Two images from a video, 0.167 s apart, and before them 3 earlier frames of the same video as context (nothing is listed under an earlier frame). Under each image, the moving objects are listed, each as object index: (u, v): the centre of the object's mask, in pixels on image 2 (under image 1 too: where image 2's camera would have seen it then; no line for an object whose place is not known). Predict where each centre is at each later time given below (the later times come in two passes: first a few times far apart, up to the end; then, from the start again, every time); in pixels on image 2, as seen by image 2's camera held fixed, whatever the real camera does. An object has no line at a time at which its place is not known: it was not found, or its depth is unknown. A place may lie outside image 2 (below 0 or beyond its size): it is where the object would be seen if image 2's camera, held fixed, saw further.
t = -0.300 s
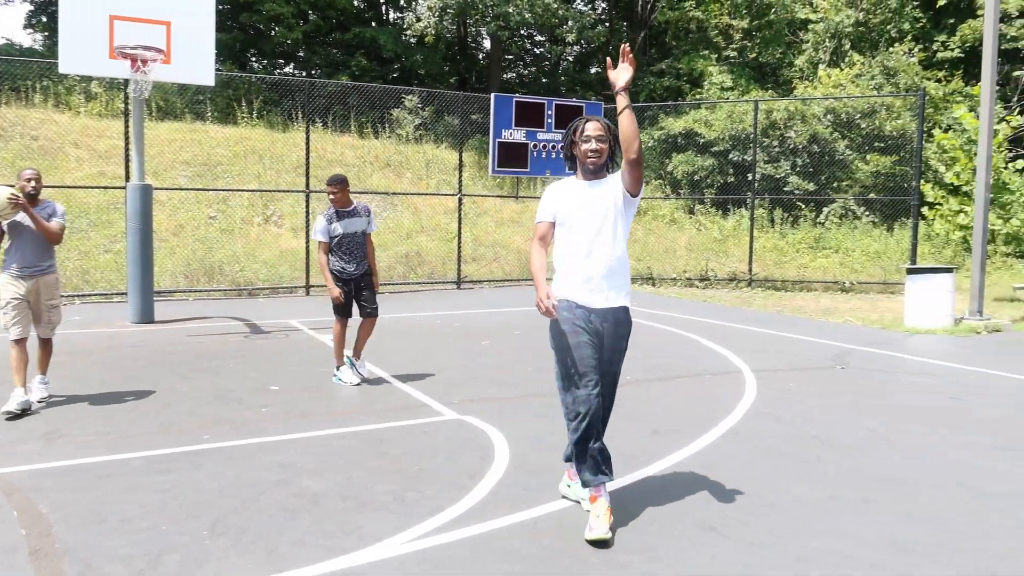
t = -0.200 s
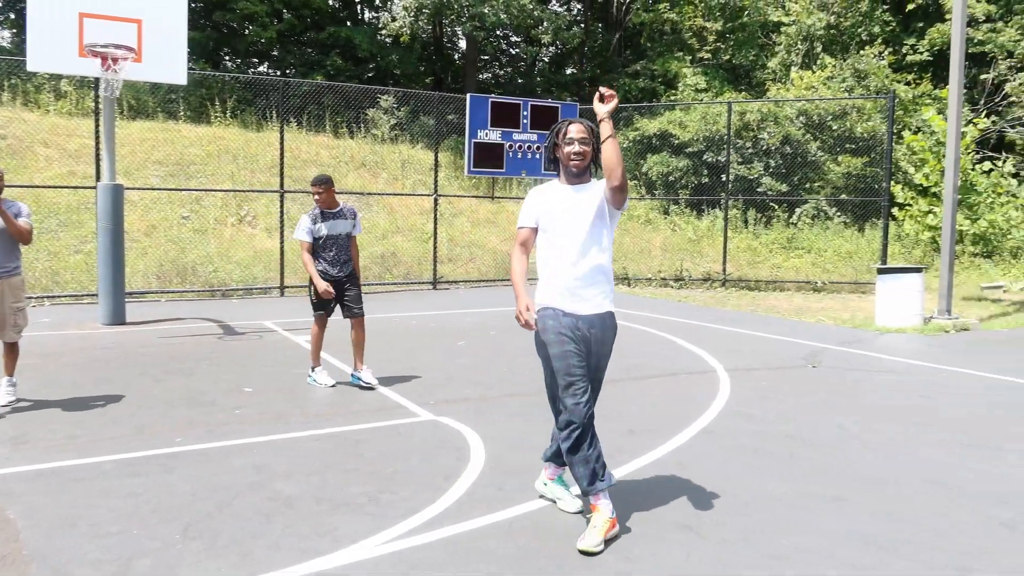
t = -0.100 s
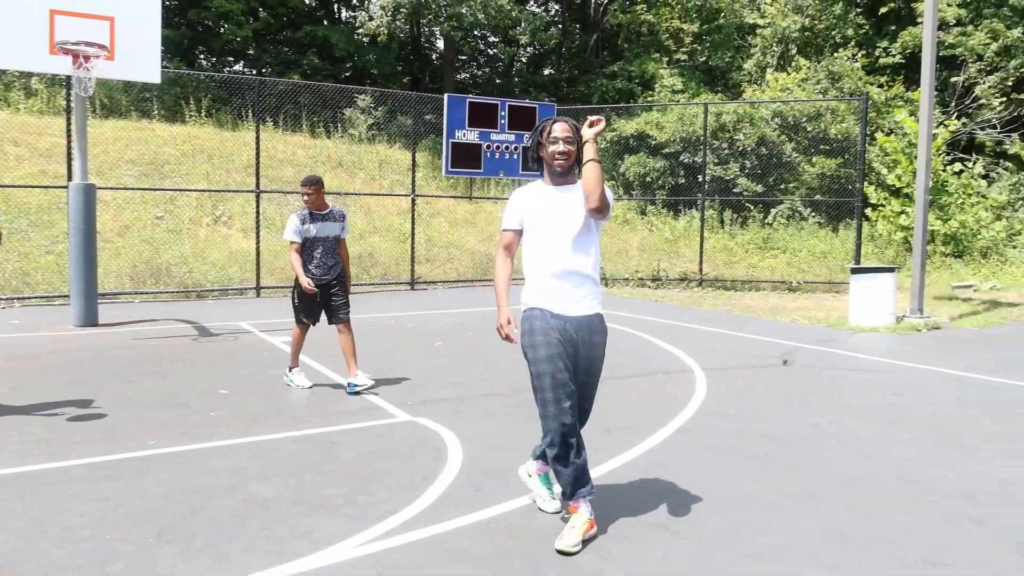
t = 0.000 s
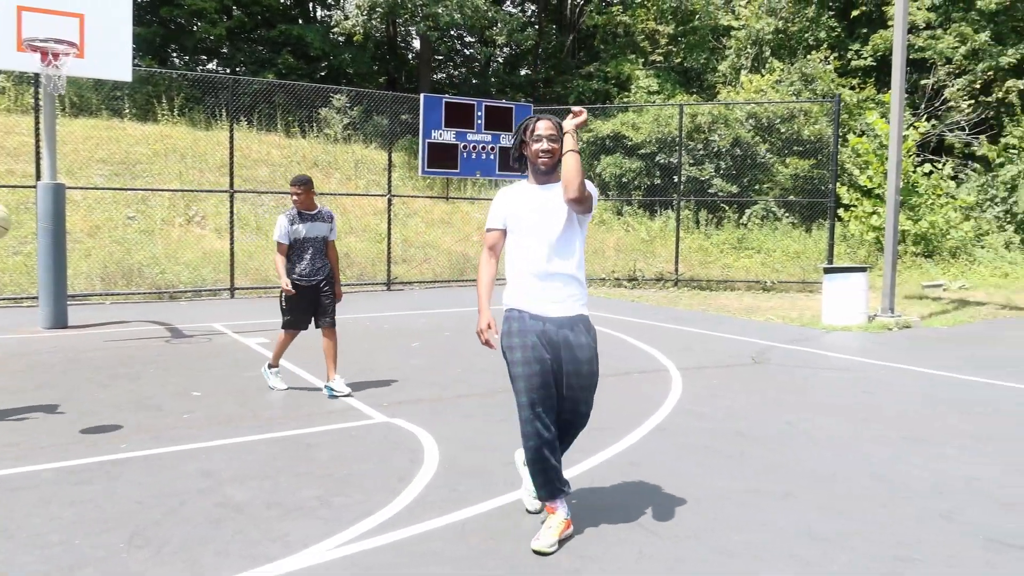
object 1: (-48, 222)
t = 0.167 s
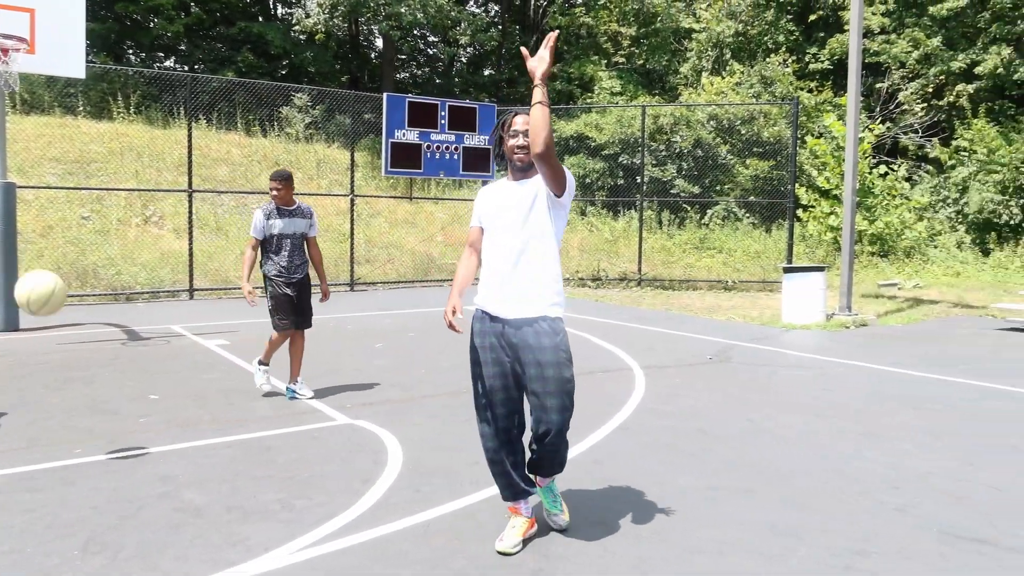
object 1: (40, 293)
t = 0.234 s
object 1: (89, 339)
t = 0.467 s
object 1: (223, 406)
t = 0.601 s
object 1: (263, 341)
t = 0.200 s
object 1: (64, 314)
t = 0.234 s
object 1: (89, 339)
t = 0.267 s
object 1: (114, 367)
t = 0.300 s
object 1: (140, 397)
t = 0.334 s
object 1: (166, 430)
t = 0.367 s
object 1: (194, 467)
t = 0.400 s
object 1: (204, 449)
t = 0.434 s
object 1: (213, 426)
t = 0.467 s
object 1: (223, 406)
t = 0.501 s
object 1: (233, 387)
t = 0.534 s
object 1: (243, 370)
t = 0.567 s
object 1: (253, 354)
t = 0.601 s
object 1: (263, 341)
